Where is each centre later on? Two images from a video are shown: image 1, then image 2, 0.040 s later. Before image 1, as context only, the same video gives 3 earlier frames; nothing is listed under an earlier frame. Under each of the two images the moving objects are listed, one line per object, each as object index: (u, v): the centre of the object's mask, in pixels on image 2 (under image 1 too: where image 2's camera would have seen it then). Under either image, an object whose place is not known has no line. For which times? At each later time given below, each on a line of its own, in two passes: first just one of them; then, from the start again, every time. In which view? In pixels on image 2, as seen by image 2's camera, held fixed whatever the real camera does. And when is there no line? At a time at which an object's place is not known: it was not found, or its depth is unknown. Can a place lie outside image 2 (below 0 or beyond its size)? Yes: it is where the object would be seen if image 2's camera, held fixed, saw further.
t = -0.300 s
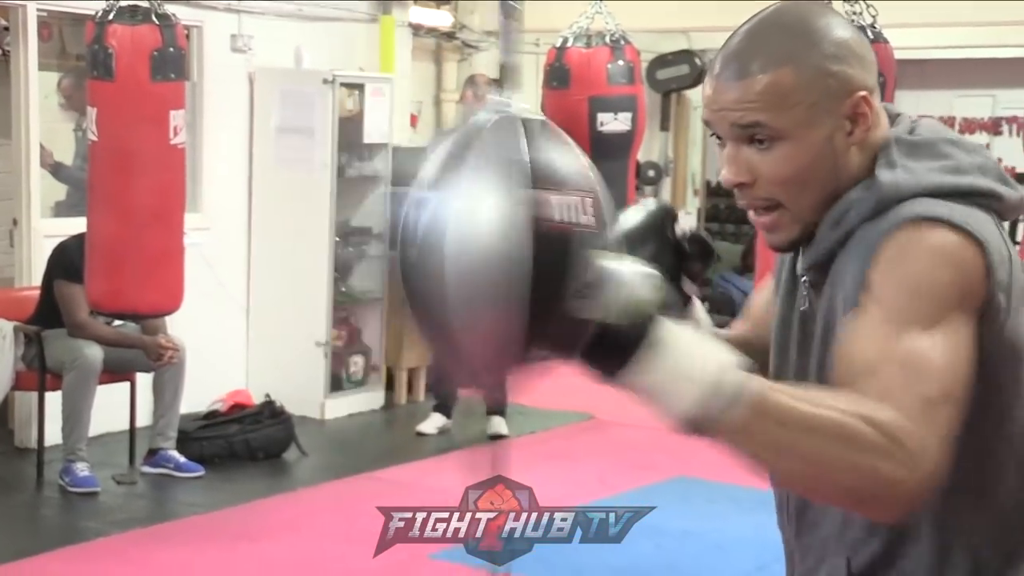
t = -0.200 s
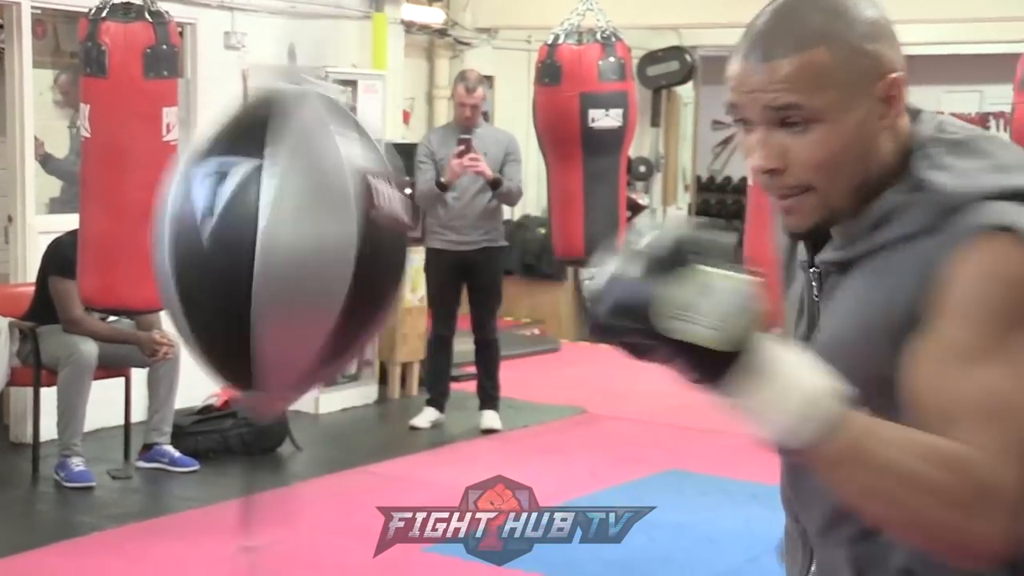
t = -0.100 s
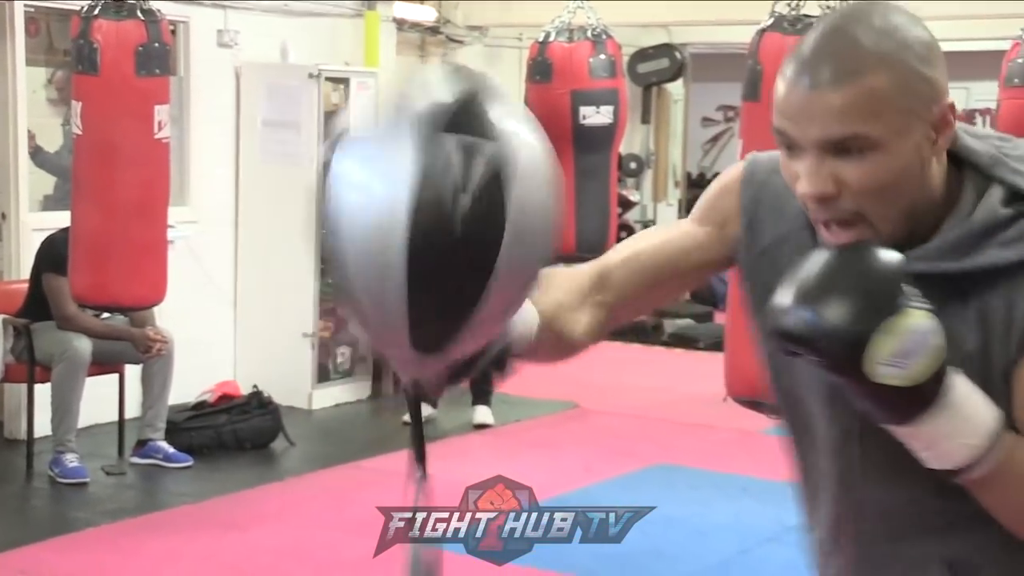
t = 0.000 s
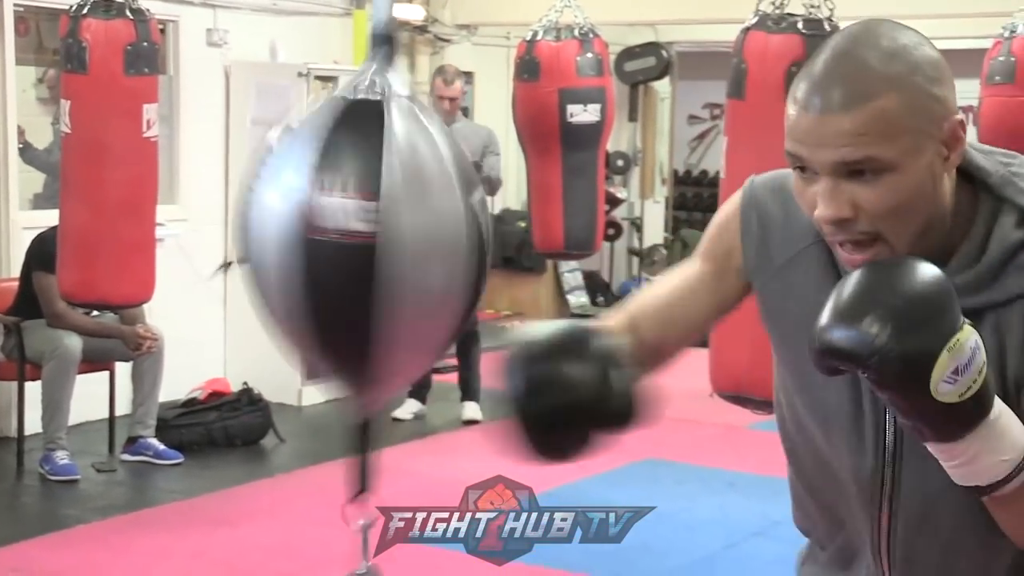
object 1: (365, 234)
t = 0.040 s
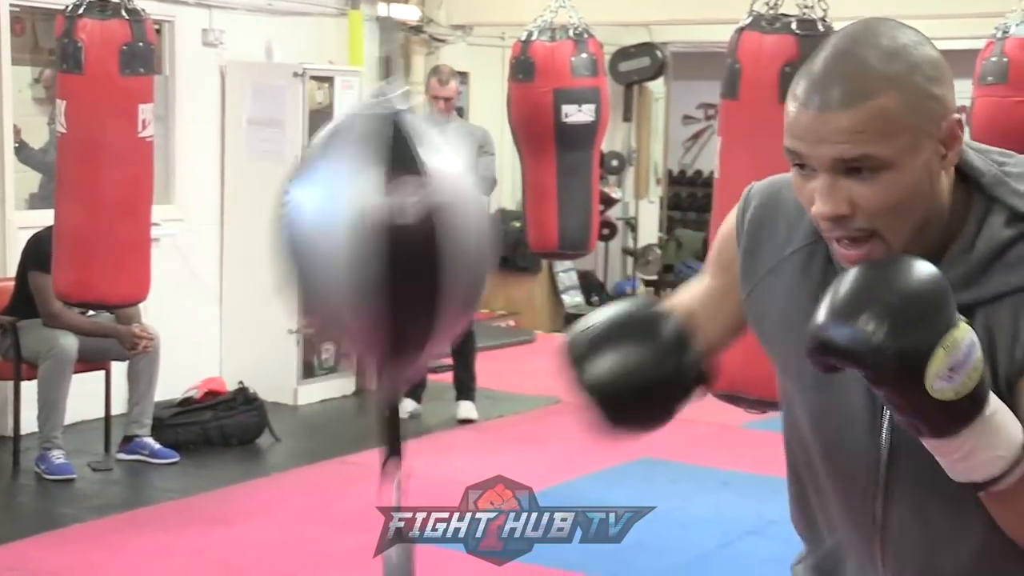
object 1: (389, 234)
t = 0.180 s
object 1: (418, 252)
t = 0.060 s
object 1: (413, 220)
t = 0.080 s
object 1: (429, 204)
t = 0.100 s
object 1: (434, 206)
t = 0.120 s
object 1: (435, 215)
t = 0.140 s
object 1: (429, 232)
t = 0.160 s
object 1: (429, 243)
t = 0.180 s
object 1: (418, 252)
